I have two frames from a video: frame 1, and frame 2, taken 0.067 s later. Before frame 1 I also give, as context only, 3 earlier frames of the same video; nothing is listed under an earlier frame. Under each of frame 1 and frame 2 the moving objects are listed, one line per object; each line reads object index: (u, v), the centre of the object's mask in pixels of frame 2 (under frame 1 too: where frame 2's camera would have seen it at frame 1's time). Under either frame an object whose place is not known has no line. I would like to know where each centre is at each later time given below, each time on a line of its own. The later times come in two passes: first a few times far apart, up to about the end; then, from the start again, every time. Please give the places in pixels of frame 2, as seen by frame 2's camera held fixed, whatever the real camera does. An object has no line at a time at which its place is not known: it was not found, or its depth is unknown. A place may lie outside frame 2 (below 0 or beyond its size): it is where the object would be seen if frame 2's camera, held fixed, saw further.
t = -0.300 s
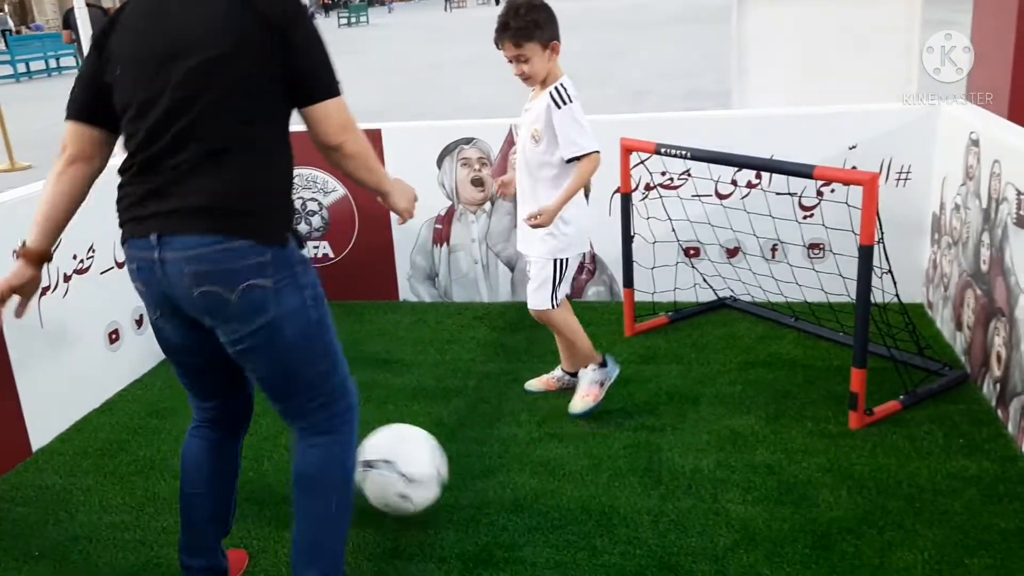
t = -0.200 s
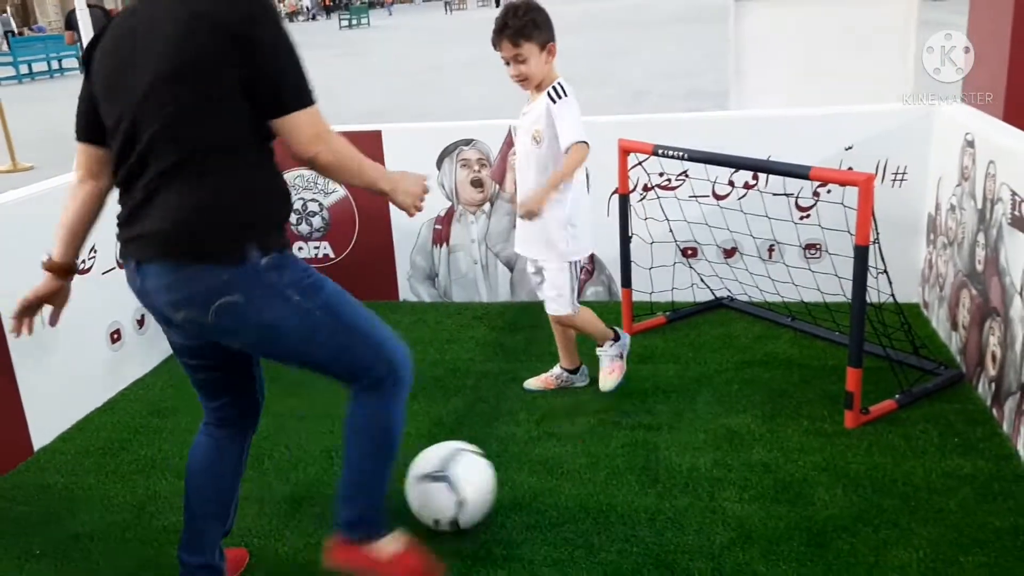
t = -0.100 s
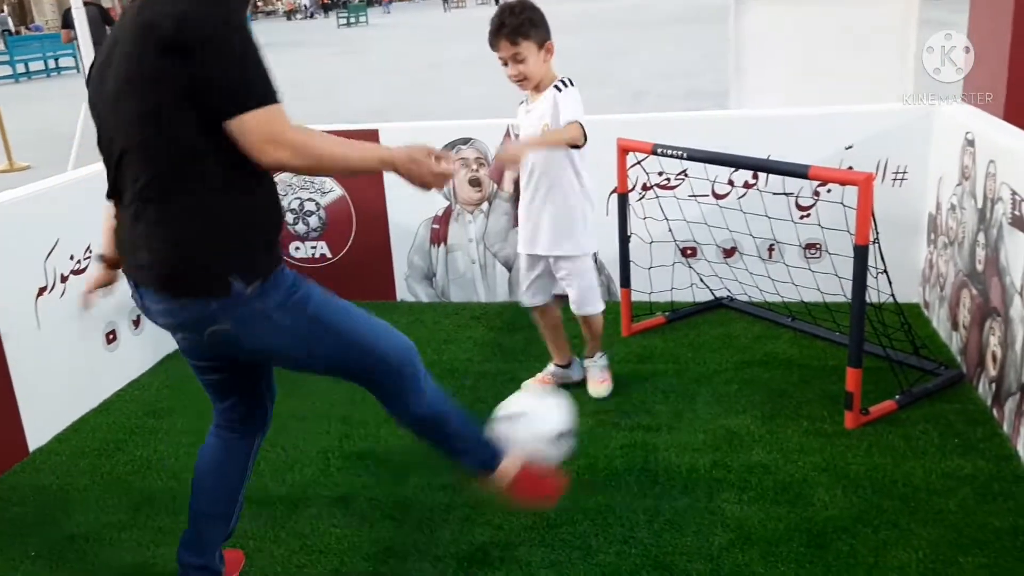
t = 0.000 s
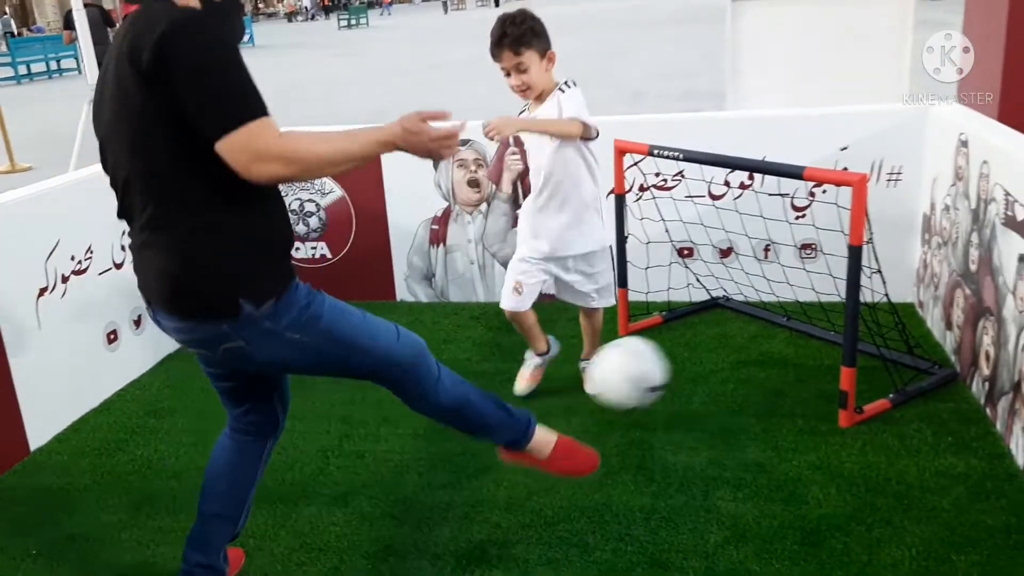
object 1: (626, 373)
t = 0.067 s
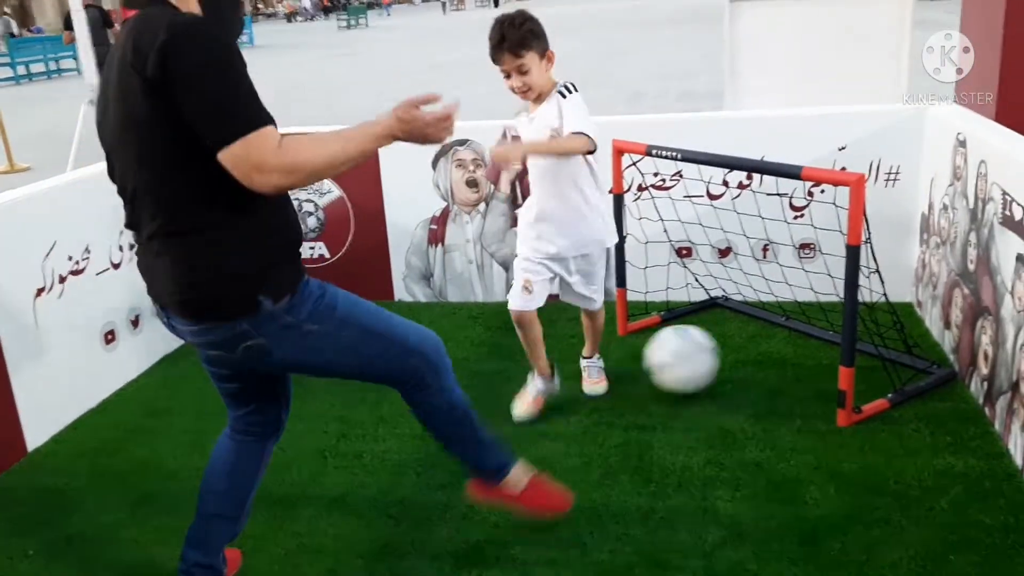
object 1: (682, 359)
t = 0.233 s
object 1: (774, 305)
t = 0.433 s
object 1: (797, 273)
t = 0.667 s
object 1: (752, 319)
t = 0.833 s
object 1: (736, 337)
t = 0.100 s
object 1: (705, 352)
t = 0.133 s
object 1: (723, 335)
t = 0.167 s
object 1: (740, 324)
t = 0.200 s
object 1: (757, 313)
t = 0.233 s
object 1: (774, 305)
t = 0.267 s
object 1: (789, 303)
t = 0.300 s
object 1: (800, 294)
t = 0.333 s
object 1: (806, 281)
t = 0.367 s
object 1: (806, 274)
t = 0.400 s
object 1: (802, 272)
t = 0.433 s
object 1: (797, 273)
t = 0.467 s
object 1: (789, 279)
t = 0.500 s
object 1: (781, 287)
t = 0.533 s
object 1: (773, 300)
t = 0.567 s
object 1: (766, 315)
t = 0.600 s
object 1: (759, 329)
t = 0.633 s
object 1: (756, 325)
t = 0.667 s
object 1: (752, 319)
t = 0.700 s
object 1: (749, 317)
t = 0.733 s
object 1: (746, 319)
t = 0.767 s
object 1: (743, 322)
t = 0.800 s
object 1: (740, 328)
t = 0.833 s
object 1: (736, 337)
